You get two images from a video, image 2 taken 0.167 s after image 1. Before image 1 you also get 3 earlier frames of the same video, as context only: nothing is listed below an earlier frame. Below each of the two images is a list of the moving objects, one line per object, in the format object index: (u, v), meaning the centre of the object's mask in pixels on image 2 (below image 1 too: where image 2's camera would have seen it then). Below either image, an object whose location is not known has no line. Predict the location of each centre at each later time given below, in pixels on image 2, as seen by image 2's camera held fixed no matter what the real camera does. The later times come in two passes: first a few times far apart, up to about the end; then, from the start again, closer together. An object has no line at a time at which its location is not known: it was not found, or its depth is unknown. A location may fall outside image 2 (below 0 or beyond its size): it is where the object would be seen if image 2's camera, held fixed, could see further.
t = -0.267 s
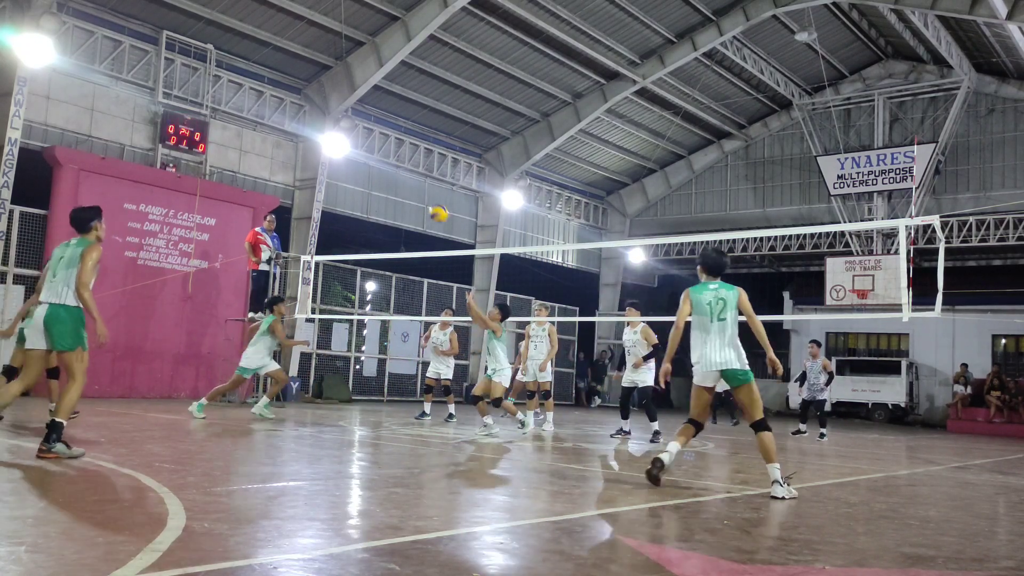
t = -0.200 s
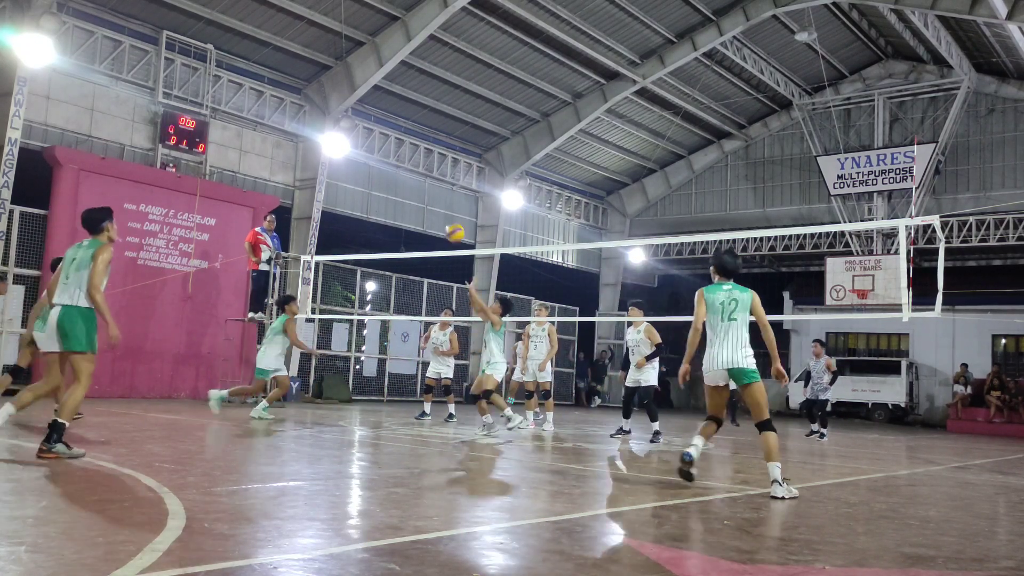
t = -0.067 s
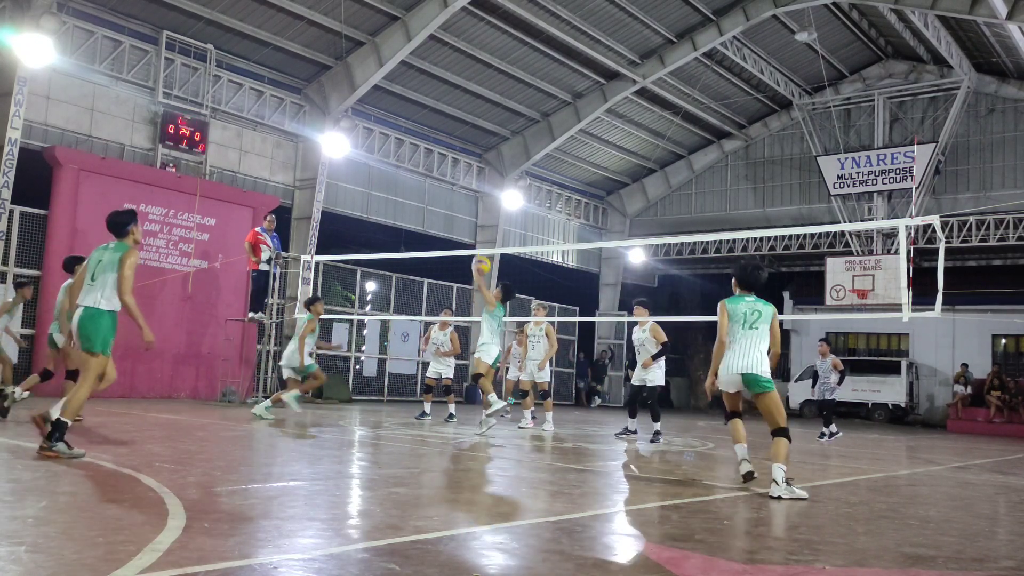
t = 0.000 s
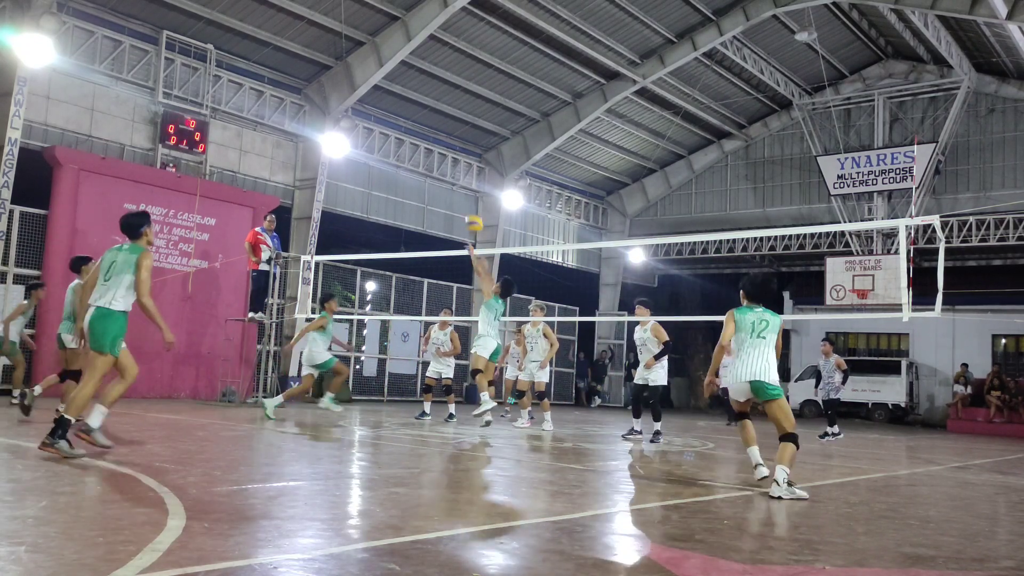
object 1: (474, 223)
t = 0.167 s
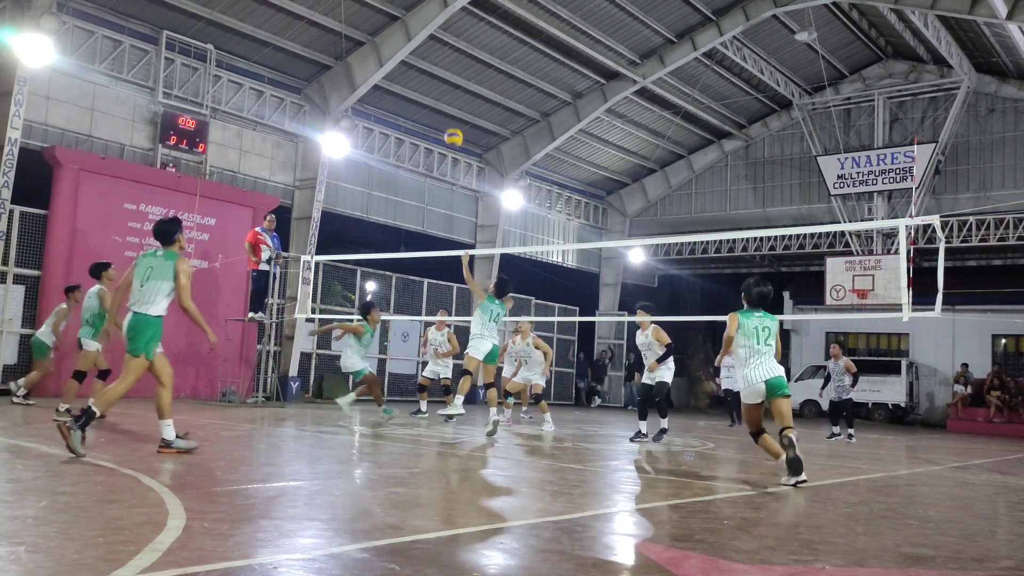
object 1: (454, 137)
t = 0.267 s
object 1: (441, 100)
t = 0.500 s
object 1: (410, 46)
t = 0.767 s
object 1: (375, 36)
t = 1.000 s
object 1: (344, 69)
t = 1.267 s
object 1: (308, 152)
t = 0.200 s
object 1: (449, 124)
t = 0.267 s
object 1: (441, 100)
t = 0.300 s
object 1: (437, 89)
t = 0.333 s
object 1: (432, 79)
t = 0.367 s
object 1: (428, 71)
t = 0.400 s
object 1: (423, 63)
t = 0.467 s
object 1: (415, 51)
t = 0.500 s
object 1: (410, 46)
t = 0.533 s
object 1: (406, 41)
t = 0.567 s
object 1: (402, 38)
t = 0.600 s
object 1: (398, 36)
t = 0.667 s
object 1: (389, 34)
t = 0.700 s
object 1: (384, 33)
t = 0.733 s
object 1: (380, 34)
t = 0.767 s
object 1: (375, 36)
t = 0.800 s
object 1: (371, 38)
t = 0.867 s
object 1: (362, 46)
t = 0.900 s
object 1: (358, 50)
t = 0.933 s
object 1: (353, 55)
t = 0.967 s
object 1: (348, 62)
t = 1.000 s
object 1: (344, 69)
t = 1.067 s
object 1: (335, 86)
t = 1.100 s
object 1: (330, 94)
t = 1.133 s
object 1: (326, 105)
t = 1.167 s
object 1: (322, 115)
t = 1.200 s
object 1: (317, 126)
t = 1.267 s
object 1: (308, 152)
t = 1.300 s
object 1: (303, 165)
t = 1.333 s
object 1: (299, 179)
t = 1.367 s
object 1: (295, 193)
